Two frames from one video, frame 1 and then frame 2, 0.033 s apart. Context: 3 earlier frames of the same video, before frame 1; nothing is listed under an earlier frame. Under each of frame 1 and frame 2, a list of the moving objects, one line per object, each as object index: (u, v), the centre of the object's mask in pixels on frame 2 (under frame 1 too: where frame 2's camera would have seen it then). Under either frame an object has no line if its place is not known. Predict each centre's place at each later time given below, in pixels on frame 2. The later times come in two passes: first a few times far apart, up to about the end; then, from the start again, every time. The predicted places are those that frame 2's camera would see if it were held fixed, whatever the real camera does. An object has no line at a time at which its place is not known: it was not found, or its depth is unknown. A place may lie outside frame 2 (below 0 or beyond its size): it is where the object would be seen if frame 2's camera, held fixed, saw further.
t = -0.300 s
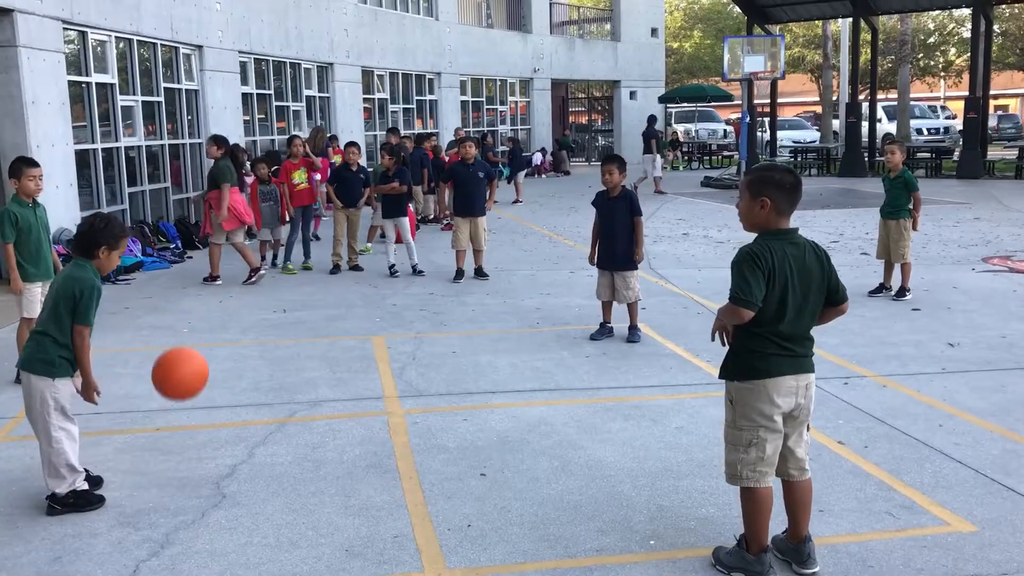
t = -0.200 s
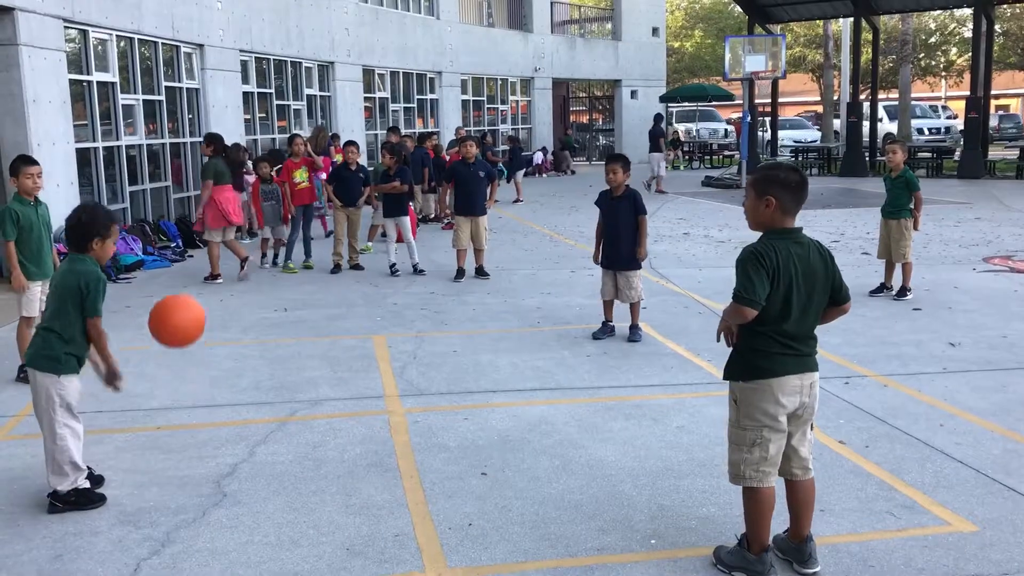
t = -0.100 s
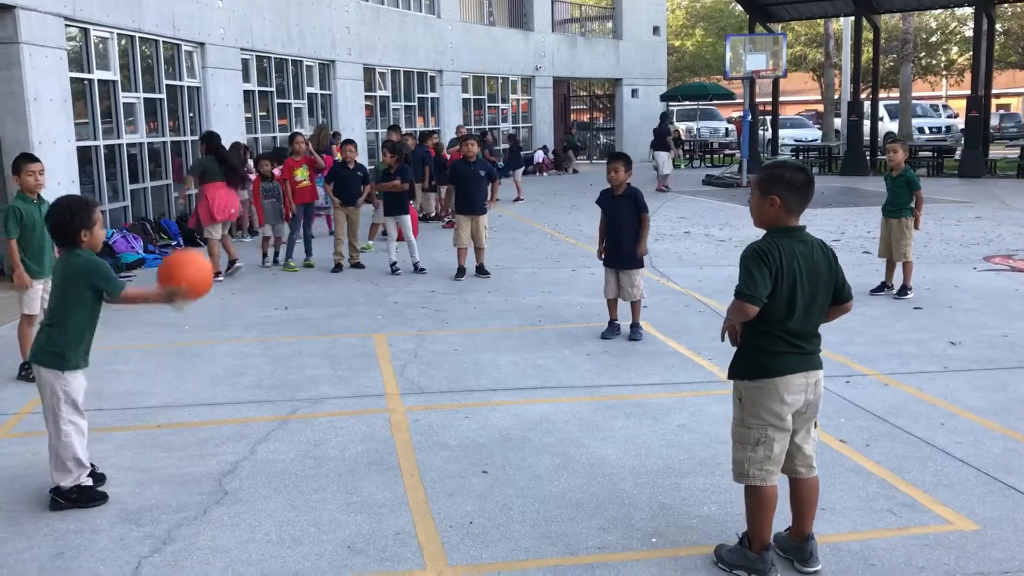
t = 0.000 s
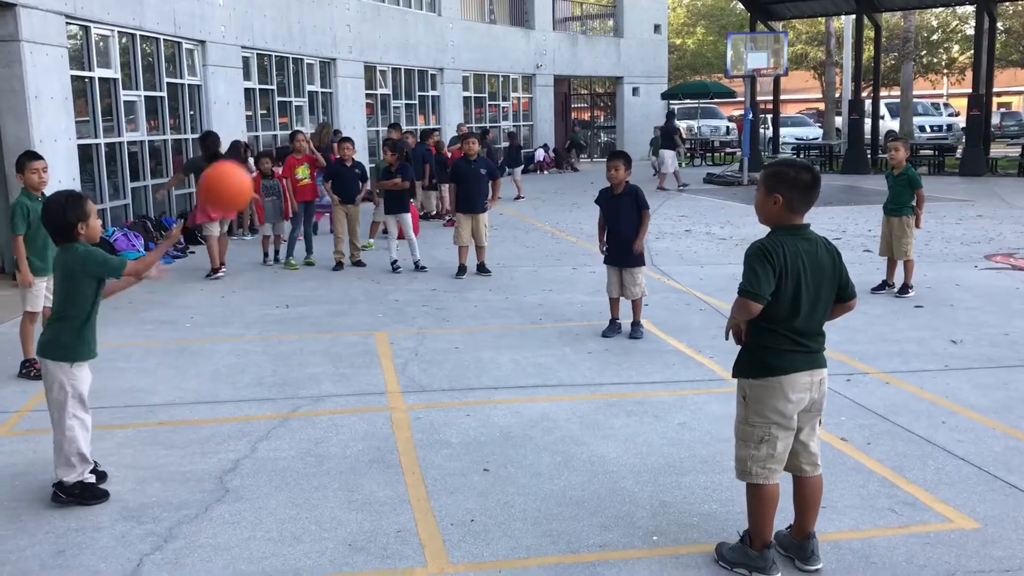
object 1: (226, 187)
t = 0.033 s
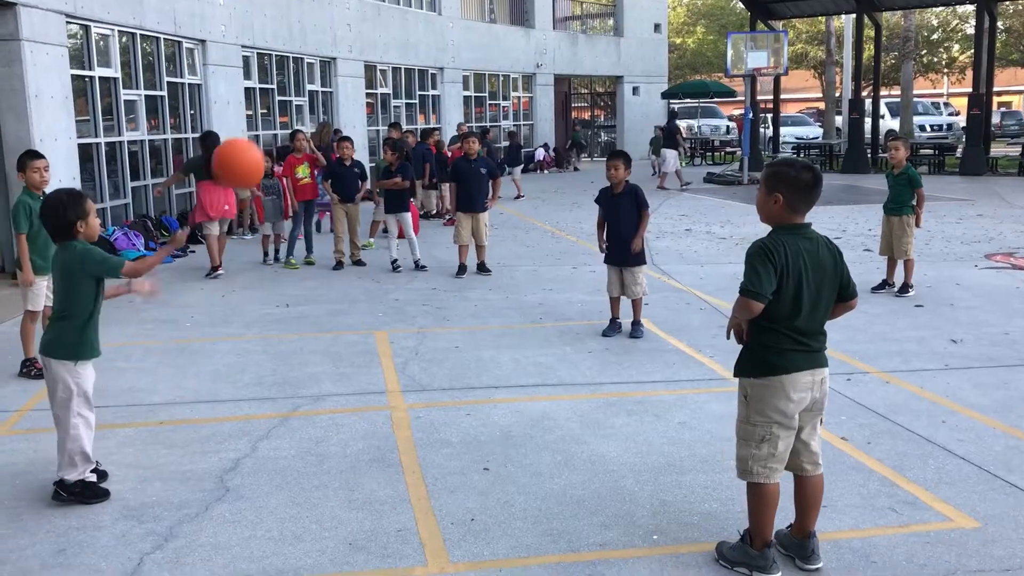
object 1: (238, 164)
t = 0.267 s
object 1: (323, 86)
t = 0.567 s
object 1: (419, 156)
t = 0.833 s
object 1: (488, 326)
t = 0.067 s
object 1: (251, 145)
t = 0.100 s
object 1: (263, 128)
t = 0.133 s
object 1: (276, 114)
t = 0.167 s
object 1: (288, 102)
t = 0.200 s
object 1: (300, 95)
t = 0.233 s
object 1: (312, 90)
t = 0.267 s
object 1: (323, 86)
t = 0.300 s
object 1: (335, 86)
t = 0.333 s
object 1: (346, 88)
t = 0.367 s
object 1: (357, 92)
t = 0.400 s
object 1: (368, 98)
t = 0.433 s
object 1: (378, 106)
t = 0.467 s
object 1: (388, 116)
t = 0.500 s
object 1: (399, 128)
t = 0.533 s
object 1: (410, 142)
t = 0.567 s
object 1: (419, 156)
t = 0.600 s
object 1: (428, 173)
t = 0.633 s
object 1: (438, 191)
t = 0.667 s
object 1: (446, 210)
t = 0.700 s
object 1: (455, 231)
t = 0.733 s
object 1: (463, 253)
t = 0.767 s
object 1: (472, 277)
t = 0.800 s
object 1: (480, 301)
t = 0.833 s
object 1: (488, 326)
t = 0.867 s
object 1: (494, 352)
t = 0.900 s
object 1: (498, 337)
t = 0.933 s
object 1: (501, 312)
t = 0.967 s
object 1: (503, 290)
